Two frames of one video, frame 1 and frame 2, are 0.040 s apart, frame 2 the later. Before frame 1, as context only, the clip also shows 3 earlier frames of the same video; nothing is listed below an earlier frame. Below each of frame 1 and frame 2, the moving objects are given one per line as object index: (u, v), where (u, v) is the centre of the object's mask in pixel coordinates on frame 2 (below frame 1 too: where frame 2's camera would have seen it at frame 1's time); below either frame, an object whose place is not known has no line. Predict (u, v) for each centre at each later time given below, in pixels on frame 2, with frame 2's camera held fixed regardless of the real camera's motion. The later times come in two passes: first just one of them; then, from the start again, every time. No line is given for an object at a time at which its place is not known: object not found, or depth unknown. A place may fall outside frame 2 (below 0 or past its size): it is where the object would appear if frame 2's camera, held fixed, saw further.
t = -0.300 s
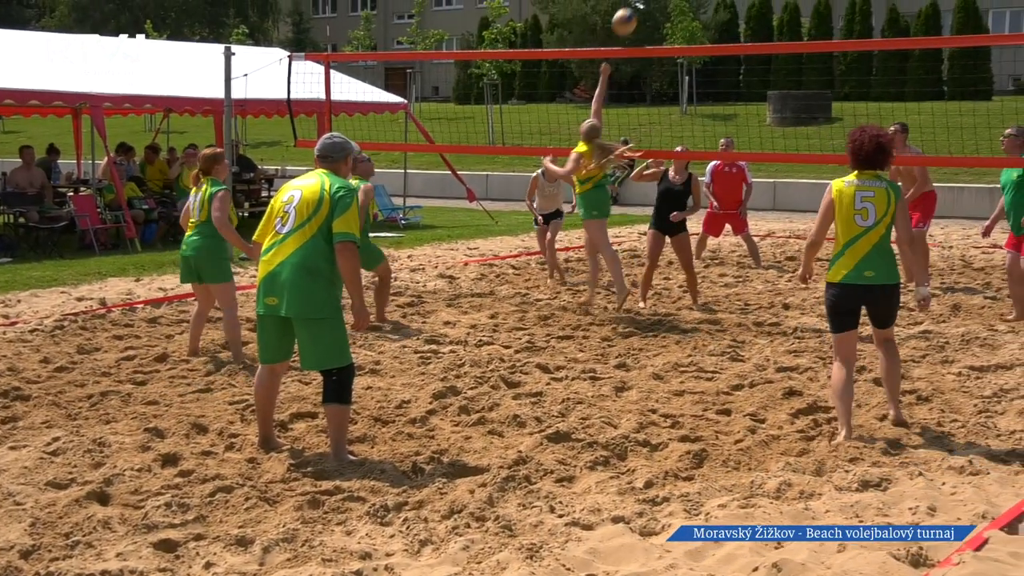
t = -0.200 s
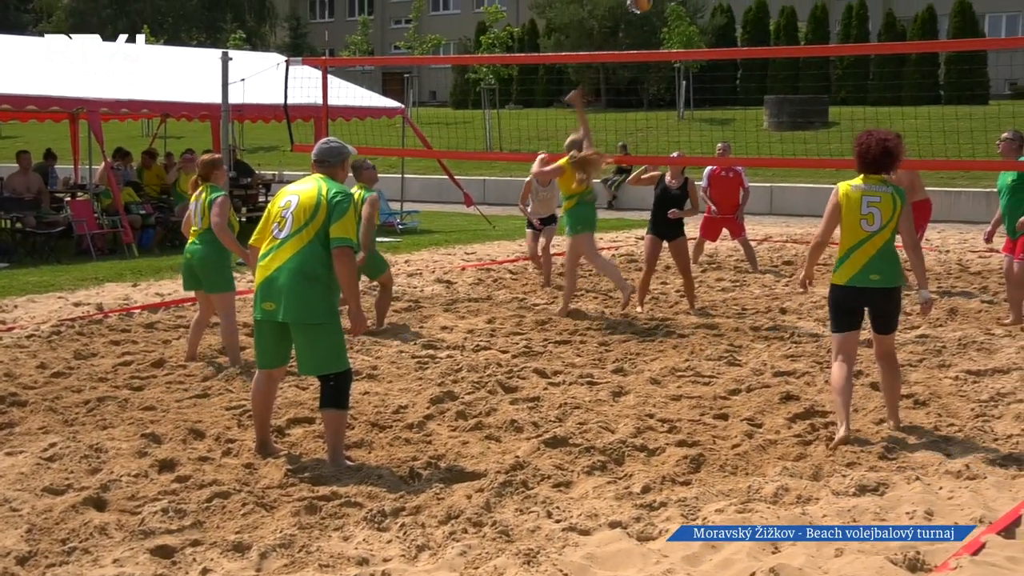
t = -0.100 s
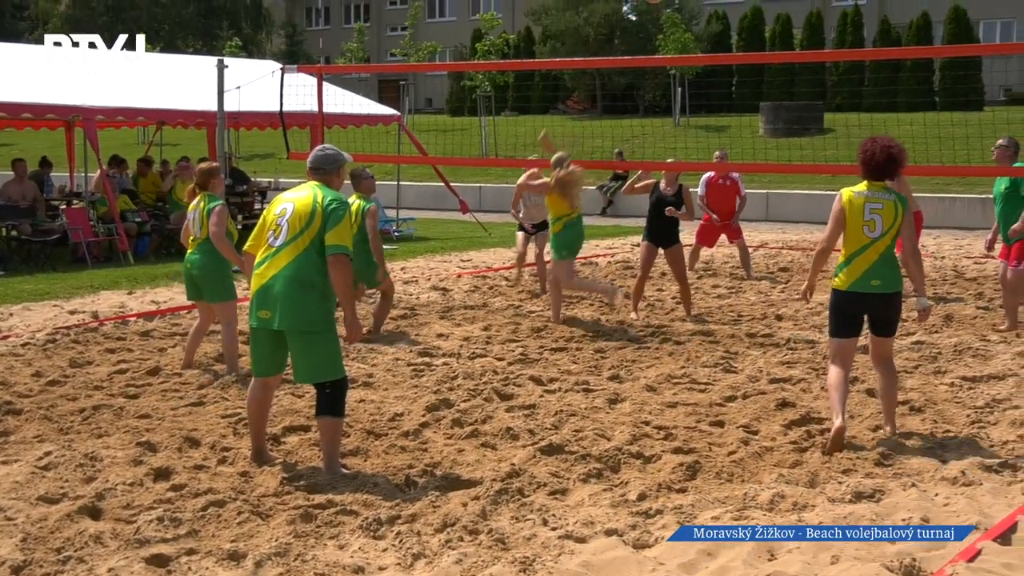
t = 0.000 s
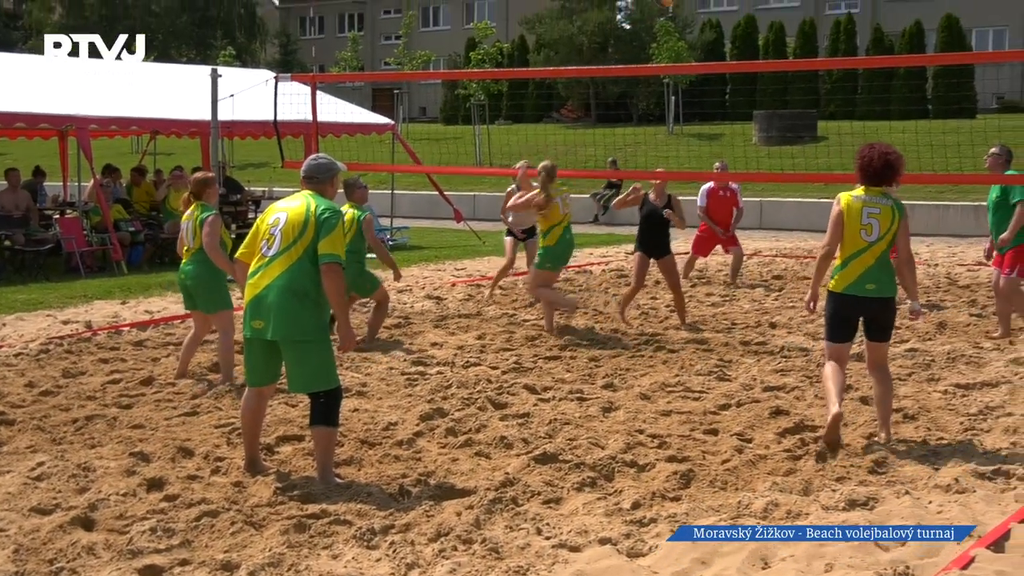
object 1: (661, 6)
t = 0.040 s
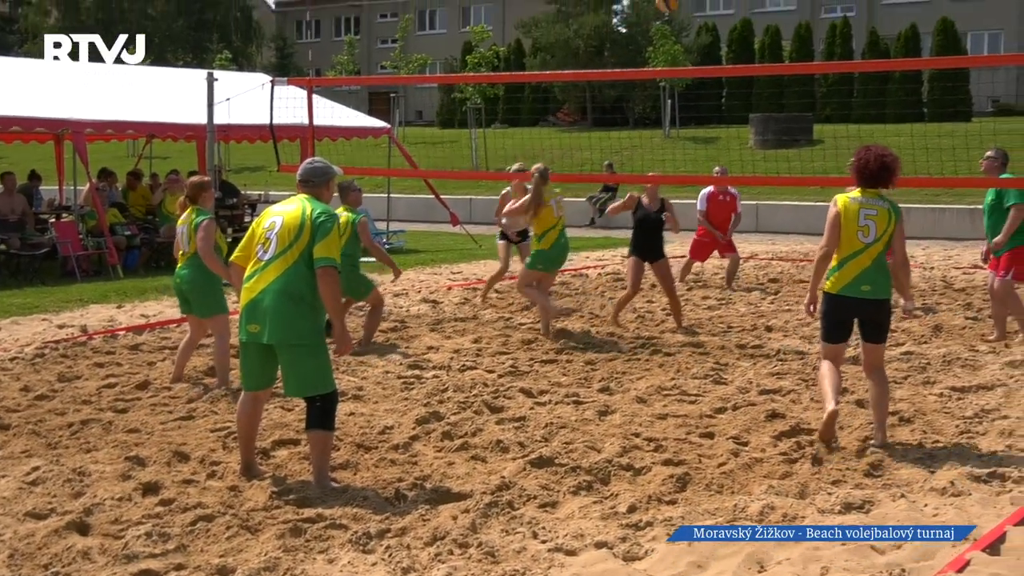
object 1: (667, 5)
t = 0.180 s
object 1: (686, 17)
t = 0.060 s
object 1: (670, 5)
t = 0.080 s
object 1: (672, 4)
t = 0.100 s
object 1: (674, 6)
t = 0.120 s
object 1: (677, 7)
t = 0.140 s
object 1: (680, 10)
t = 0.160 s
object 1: (683, 14)
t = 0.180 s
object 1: (686, 17)
